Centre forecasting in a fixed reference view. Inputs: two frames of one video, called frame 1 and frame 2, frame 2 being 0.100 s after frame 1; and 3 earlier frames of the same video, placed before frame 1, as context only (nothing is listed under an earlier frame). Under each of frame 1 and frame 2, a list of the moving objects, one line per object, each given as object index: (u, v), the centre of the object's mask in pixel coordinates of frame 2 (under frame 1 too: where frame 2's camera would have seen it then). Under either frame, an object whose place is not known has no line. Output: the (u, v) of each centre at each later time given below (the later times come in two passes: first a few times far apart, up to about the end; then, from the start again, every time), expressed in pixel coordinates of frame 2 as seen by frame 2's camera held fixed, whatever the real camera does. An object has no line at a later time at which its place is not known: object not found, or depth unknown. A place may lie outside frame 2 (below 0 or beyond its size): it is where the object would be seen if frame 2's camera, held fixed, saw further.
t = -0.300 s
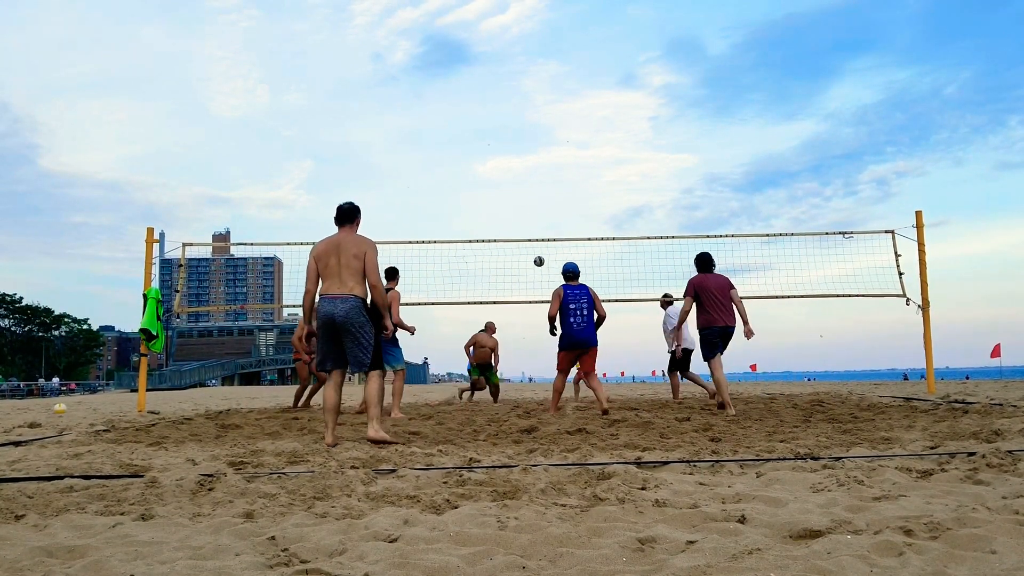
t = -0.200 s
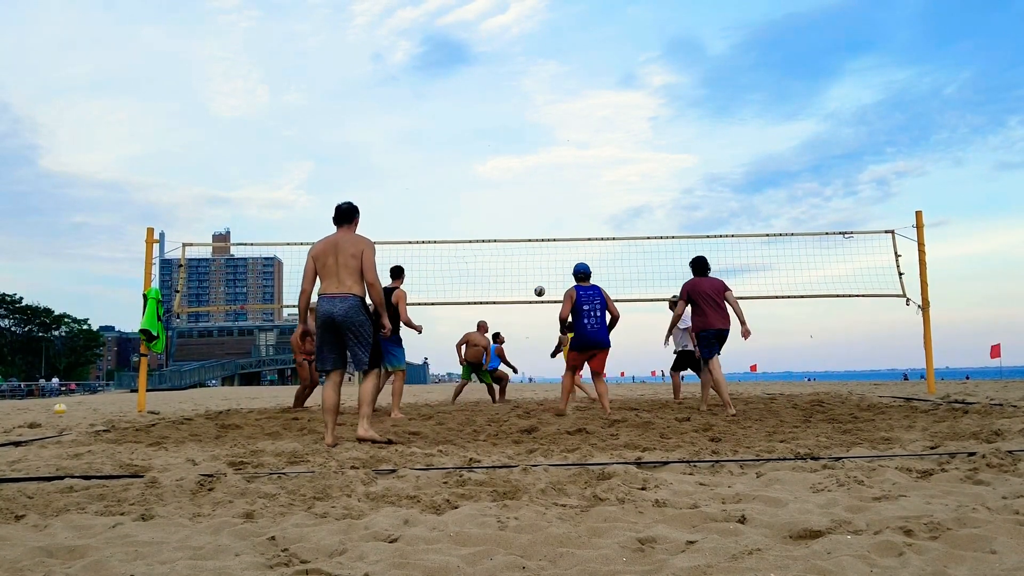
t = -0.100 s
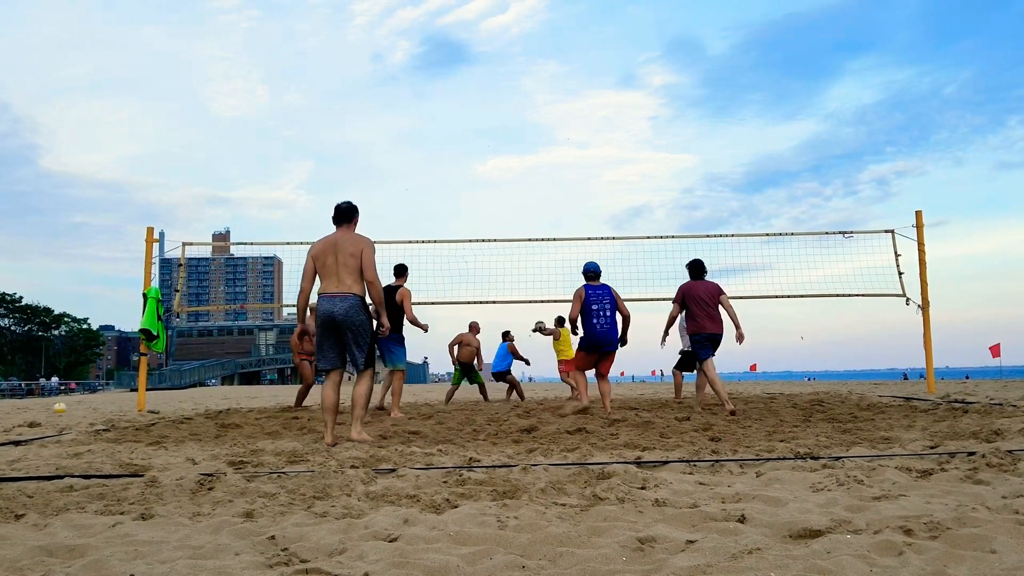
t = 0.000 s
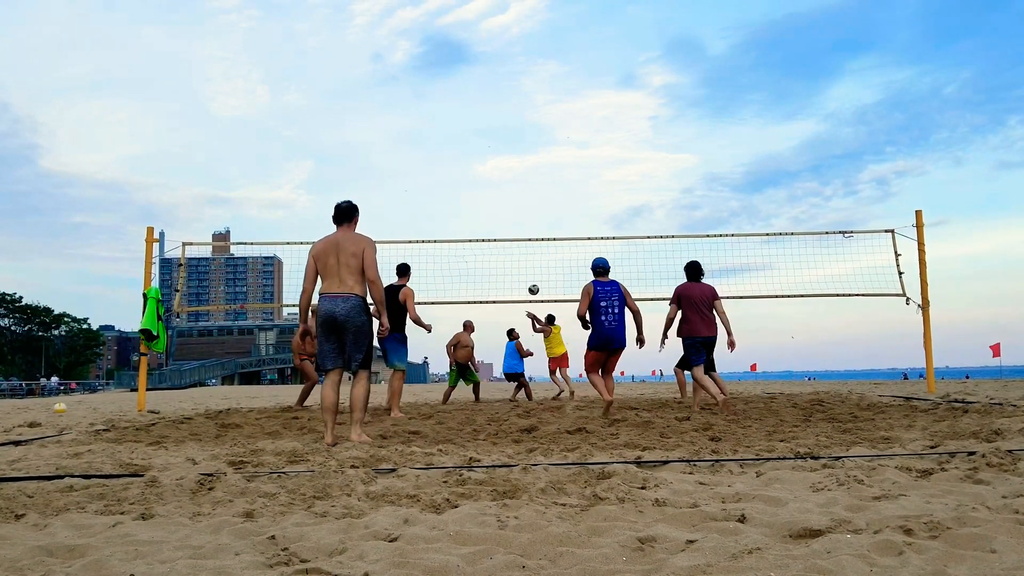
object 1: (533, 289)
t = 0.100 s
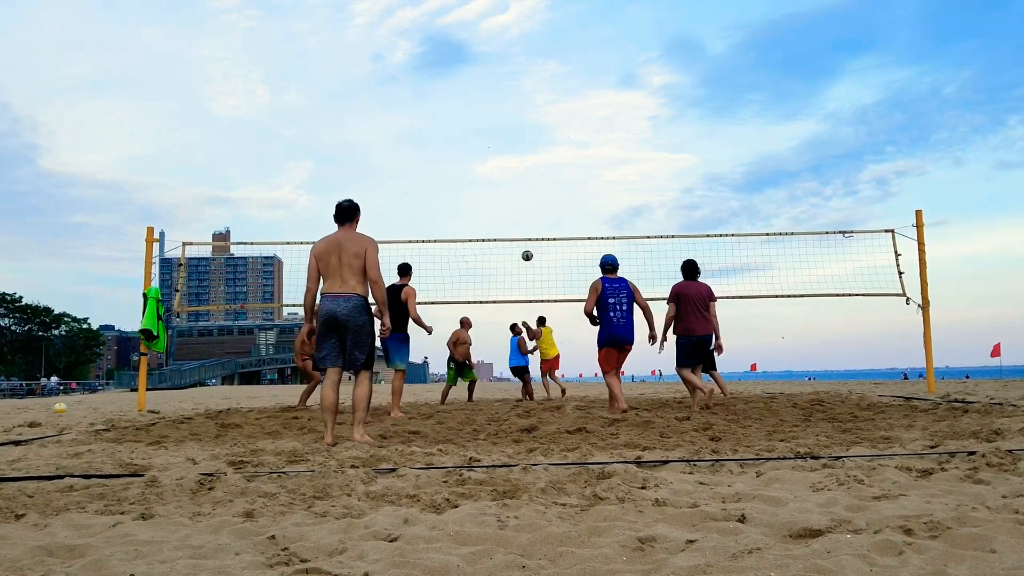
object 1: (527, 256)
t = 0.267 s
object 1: (516, 208)
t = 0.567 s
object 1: (495, 154)
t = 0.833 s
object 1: (475, 145)
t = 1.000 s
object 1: (460, 161)
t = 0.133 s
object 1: (525, 246)
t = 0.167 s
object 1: (522, 234)
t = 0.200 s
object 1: (520, 226)
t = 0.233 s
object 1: (518, 217)
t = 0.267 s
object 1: (516, 208)
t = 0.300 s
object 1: (514, 200)
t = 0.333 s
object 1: (511, 193)
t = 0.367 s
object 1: (509, 186)
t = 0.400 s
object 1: (507, 179)
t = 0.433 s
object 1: (504, 173)
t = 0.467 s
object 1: (502, 168)
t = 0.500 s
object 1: (500, 163)
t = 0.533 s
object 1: (497, 158)
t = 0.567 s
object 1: (495, 154)
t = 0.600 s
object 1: (492, 151)
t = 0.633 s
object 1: (490, 148)
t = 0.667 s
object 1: (488, 146)
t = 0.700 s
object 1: (485, 145)
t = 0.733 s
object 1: (483, 144)
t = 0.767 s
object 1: (480, 144)
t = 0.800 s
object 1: (477, 144)
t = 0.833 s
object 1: (475, 145)
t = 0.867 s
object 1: (472, 147)
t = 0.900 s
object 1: (469, 149)
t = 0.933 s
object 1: (466, 153)
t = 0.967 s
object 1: (464, 157)
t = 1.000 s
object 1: (460, 161)
